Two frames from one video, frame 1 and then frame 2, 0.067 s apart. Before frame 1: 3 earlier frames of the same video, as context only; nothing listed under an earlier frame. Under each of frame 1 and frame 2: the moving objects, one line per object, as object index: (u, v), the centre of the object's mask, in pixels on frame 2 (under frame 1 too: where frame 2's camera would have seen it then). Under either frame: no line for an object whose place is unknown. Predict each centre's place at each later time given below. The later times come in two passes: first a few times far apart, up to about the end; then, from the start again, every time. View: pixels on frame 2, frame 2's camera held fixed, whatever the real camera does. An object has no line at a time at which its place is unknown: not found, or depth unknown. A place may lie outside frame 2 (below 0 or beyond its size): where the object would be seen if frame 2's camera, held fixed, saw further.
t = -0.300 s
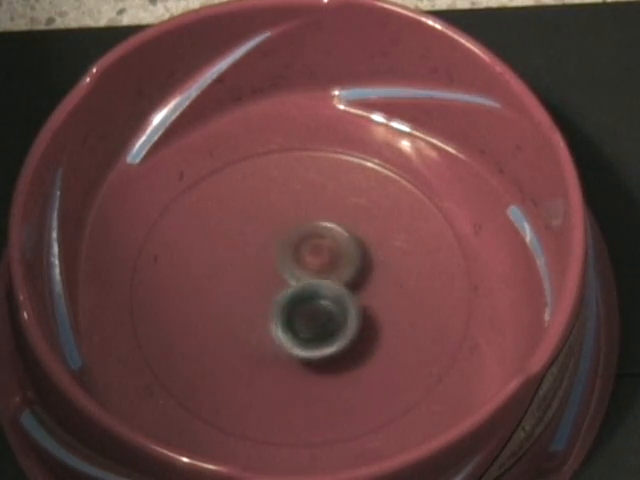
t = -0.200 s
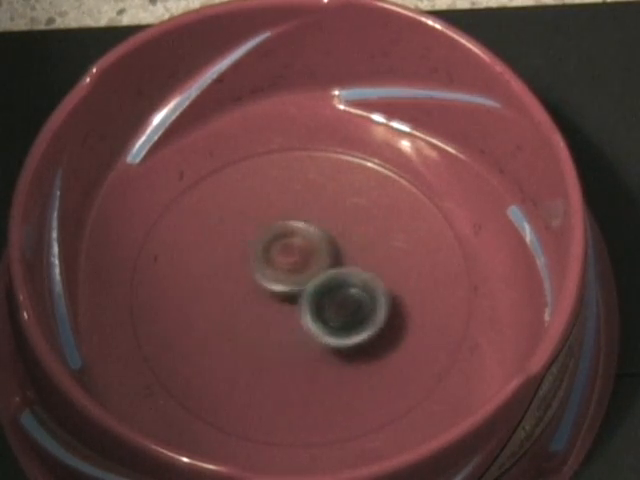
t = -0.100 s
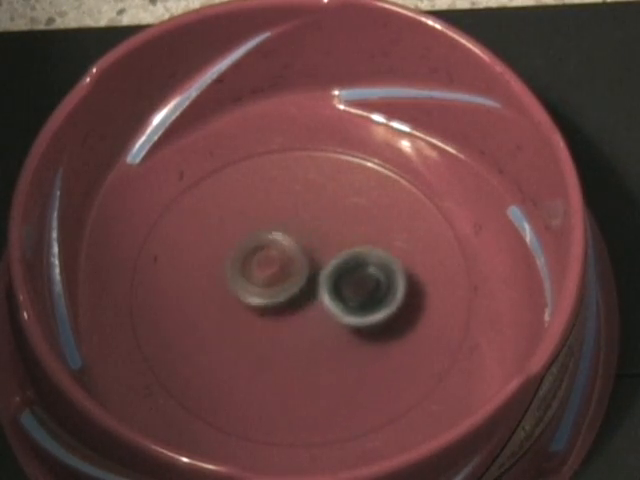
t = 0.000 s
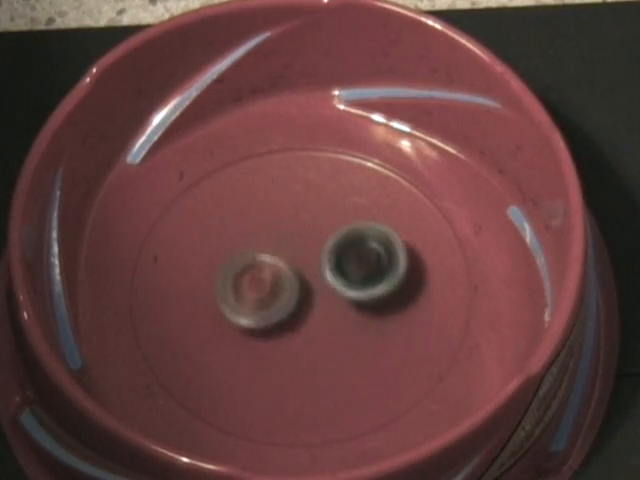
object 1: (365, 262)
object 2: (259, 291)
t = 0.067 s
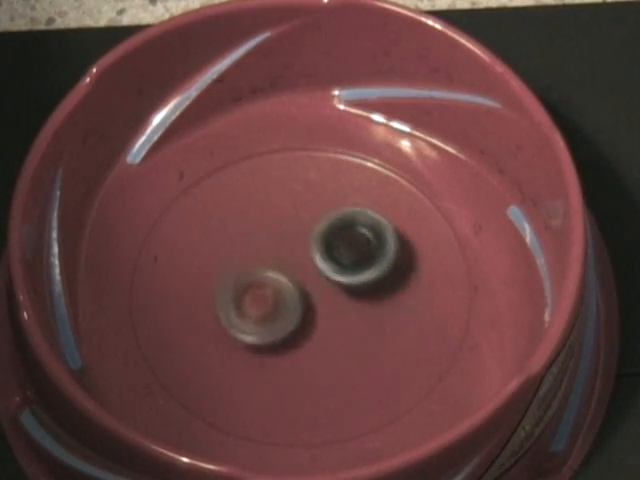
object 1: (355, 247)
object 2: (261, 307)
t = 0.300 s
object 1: (286, 244)
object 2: (316, 330)
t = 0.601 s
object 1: (254, 313)
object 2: (337, 270)
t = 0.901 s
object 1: (329, 319)
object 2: (269, 270)
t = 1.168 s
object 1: (337, 249)
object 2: (285, 324)
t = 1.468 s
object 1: (264, 238)
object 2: (345, 299)
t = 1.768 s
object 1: (277, 311)
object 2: (302, 253)
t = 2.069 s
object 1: (354, 309)
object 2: (267, 310)
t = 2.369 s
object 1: (330, 250)
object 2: (335, 321)
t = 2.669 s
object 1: (249, 268)
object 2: (328, 263)
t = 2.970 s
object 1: (282, 323)
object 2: (261, 271)
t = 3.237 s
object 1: (350, 296)
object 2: (282, 324)
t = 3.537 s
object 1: (353, 217)
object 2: (325, 306)
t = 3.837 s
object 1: (274, 218)
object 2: (289, 293)
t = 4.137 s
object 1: (236, 276)
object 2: (307, 341)
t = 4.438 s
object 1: (287, 321)
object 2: (363, 312)
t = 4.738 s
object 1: (338, 299)
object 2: (326, 240)
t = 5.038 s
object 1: (328, 270)
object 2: (244, 246)
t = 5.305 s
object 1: (332, 277)
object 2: (221, 294)
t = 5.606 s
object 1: (320, 268)
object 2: (281, 334)
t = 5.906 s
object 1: (293, 247)
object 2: (343, 314)
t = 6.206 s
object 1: (290, 293)
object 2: (343, 256)
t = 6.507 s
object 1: (331, 304)
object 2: (274, 264)
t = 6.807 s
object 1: (328, 269)
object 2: (270, 319)
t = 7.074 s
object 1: (288, 256)
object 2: (314, 332)
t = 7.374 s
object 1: (273, 293)
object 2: (344, 286)
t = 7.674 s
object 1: (310, 303)
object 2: (296, 249)
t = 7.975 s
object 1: (333, 269)
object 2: (261, 285)
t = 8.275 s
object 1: (328, 247)
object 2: (269, 328)
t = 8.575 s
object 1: (294, 268)
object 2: (323, 335)
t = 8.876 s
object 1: (278, 292)
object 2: (354, 296)
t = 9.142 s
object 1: (292, 302)
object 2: (328, 252)
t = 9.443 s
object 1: (316, 297)
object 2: (269, 253)
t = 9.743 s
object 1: (324, 274)
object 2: (256, 297)
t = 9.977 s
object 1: (324, 264)
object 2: (283, 322)
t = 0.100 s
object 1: (347, 242)
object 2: (265, 314)
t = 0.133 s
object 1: (337, 238)
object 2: (272, 320)
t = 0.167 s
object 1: (327, 236)
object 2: (279, 326)
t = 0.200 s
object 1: (317, 236)
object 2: (287, 330)
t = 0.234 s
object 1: (307, 238)
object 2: (297, 332)
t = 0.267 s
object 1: (296, 240)
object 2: (306, 333)
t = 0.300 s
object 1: (286, 244)
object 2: (316, 330)
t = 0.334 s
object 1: (277, 249)
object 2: (323, 326)
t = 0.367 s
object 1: (269, 256)
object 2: (330, 321)
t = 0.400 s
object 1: (262, 263)
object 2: (336, 314)
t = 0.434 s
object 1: (257, 270)
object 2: (341, 308)
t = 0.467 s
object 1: (253, 278)
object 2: (345, 300)
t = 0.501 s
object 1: (250, 288)
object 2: (346, 291)
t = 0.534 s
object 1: (250, 296)
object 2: (345, 283)
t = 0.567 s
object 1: (251, 305)
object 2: (342, 276)
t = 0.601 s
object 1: (254, 313)
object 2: (337, 270)
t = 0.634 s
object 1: (259, 321)
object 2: (332, 264)
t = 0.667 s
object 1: (266, 327)
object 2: (323, 260)
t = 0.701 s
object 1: (274, 331)
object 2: (316, 257)
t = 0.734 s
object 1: (283, 334)
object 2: (307, 256)
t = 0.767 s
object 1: (294, 335)
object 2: (299, 256)
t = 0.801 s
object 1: (304, 334)
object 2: (289, 257)
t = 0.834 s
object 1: (314, 331)
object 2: (281, 260)
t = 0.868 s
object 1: (322, 326)
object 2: (275, 265)
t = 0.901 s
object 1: (329, 319)
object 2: (269, 270)
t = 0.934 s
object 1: (335, 312)
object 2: (264, 278)
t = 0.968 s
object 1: (340, 304)
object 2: (261, 285)
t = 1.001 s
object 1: (344, 295)
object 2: (261, 293)
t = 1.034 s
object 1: (346, 285)
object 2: (262, 300)
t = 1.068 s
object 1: (346, 276)
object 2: (267, 308)
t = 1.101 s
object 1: (344, 266)
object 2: (270, 313)
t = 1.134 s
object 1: (342, 258)
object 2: (276, 319)
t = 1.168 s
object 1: (337, 249)
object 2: (285, 324)
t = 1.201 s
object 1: (331, 242)
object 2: (293, 327)
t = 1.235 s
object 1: (324, 236)
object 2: (302, 329)
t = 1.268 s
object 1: (316, 232)
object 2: (310, 329)
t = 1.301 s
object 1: (307, 229)
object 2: (319, 328)
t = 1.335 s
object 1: (298, 227)
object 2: (327, 325)
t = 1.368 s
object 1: (289, 227)
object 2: (333, 319)
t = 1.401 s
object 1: (280, 229)
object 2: (339, 313)
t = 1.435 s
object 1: (271, 232)
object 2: (343, 306)
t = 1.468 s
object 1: (264, 238)
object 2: (345, 299)
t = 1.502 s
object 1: (258, 246)
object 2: (346, 291)
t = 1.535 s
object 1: (254, 254)
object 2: (345, 284)
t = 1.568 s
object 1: (252, 263)
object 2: (344, 278)
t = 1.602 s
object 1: (253, 272)
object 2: (340, 272)
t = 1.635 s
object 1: (254, 281)
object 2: (336, 267)
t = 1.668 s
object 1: (257, 289)
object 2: (330, 262)
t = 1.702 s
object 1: (263, 297)
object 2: (323, 257)
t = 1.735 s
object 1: (269, 304)
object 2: (315, 255)
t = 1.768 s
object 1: (277, 311)
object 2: (302, 253)
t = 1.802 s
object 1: (285, 316)
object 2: (293, 254)
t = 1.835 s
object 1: (294, 321)
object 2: (284, 258)
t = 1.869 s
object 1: (304, 323)
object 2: (274, 265)
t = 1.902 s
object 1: (312, 324)
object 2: (269, 271)
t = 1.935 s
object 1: (322, 324)
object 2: (264, 279)
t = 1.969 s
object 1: (331, 322)
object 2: (263, 287)
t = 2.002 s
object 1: (340, 319)
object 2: (262, 295)
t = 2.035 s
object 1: (348, 314)
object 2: (263, 301)
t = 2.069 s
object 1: (354, 309)
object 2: (267, 310)
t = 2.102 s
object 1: (358, 301)
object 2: (272, 316)
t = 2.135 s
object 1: (361, 294)
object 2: (277, 321)
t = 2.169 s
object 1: (362, 287)
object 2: (286, 327)
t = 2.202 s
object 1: (361, 279)
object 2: (296, 330)
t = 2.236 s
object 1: (358, 271)
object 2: (304, 331)
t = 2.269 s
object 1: (353, 264)
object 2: (312, 330)
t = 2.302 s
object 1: (347, 258)
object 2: (321, 328)
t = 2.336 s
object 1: (339, 253)
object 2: (329, 325)
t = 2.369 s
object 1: (330, 250)
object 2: (335, 321)
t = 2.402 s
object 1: (319, 247)
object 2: (340, 316)
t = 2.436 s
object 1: (309, 246)
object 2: (345, 309)
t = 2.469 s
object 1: (299, 245)
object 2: (348, 301)
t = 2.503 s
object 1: (288, 247)
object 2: (347, 293)
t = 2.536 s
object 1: (279, 249)
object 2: (348, 286)
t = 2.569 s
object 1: (270, 253)
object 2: (345, 280)
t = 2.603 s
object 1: (262, 257)
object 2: (341, 273)
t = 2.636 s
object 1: (255, 262)
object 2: (334, 267)
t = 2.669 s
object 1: (249, 268)
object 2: (328, 263)
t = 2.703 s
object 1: (245, 275)
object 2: (322, 261)
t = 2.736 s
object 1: (243, 282)
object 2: (314, 258)
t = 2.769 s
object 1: (243, 290)
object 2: (309, 258)
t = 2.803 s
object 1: (245, 298)
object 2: (301, 257)
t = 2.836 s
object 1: (248, 305)
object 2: (290, 256)
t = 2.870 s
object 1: (254, 312)
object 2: (284, 258)
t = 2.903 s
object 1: (262, 316)
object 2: (277, 260)
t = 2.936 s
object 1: (272, 320)
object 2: (266, 265)
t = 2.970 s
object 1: (282, 323)
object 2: (261, 271)
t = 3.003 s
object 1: (290, 324)
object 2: (255, 278)
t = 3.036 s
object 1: (302, 325)
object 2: (252, 286)
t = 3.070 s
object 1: (311, 323)
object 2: (252, 293)
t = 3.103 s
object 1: (321, 319)
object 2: (254, 303)
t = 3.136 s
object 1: (330, 315)
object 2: (259, 309)
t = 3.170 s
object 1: (338, 309)
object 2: (265, 315)
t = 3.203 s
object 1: (344, 303)
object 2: (274, 320)
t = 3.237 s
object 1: (350, 296)
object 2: (282, 324)
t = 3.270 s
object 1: (355, 288)
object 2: (294, 327)
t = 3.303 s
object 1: (358, 280)
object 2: (302, 327)
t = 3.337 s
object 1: (367, 267)
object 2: (305, 326)
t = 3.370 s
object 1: (370, 258)
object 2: (308, 326)
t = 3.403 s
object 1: (370, 249)
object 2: (313, 324)
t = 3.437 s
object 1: (368, 239)
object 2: (317, 321)
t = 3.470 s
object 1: (365, 231)
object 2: (320, 316)
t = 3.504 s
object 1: (360, 223)
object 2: (324, 311)
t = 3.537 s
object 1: (353, 217)
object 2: (325, 306)
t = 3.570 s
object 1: (345, 213)
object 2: (325, 299)
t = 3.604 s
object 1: (336, 210)
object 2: (323, 293)
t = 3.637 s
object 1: (326, 210)
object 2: (321, 290)
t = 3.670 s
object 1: (316, 212)
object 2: (317, 286)
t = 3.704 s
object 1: (307, 211)
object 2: (311, 286)
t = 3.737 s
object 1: (300, 208)
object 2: (303, 287)
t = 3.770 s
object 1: (292, 209)
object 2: (299, 290)
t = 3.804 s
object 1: (283, 213)
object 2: (294, 292)
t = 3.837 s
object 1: (274, 218)
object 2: (289, 293)
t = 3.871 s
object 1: (265, 226)
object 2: (285, 296)
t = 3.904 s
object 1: (259, 232)
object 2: (283, 301)
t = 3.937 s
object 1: (255, 239)
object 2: (280, 306)
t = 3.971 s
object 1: (251, 245)
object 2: (279, 311)
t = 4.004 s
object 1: (247, 253)
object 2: (281, 317)
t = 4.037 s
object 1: (244, 263)
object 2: (284, 322)
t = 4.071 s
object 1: (240, 267)
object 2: (290, 329)
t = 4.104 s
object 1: (237, 269)
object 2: (298, 336)
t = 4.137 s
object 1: (236, 276)
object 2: (307, 341)
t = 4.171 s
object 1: (236, 283)
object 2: (313, 342)
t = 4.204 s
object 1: (237, 290)
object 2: (322, 342)
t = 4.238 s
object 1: (240, 297)
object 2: (329, 341)
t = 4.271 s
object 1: (246, 304)
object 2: (336, 338)
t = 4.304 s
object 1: (251, 310)
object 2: (344, 334)
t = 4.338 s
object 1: (259, 315)
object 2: (349, 330)
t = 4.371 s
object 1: (268, 318)
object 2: (355, 325)
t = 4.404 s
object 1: (277, 320)
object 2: (359, 318)
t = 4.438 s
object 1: (287, 321)
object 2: (363, 312)
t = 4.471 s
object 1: (297, 320)
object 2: (365, 303)
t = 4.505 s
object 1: (303, 320)
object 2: (366, 292)
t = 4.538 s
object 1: (309, 318)
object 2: (367, 283)
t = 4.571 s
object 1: (317, 314)
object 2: (364, 272)
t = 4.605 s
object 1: (324, 312)
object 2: (357, 263)
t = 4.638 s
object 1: (327, 310)
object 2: (353, 256)
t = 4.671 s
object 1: (332, 307)
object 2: (341, 248)
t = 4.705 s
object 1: (335, 303)
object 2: (334, 244)
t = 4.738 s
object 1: (338, 299)
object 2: (326, 240)
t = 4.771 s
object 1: (340, 294)
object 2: (318, 238)
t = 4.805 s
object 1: (340, 289)
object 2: (307, 236)
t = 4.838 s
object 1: (340, 283)
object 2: (298, 236)
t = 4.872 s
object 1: (337, 277)
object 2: (288, 236)
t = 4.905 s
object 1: (333, 272)
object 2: (279, 238)
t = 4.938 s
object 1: (329, 268)
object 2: (272, 241)
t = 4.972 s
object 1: (325, 265)
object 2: (262, 244)
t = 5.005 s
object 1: (327, 268)
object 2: (252, 244)
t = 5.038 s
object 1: (328, 270)
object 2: (244, 246)
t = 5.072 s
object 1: (328, 271)
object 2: (236, 250)
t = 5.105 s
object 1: (327, 272)
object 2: (230, 254)
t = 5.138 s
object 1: (327, 273)
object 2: (225, 260)
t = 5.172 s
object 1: (327, 273)
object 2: (221, 266)
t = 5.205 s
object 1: (330, 273)
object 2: (218, 273)
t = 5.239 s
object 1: (333, 275)
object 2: (217, 279)
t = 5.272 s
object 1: (333, 277)
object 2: (218, 287)
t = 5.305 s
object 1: (332, 277)
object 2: (221, 294)
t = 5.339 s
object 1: (328, 277)
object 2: (226, 301)
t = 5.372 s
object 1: (324, 278)
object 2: (232, 308)
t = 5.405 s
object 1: (321, 279)
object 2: (239, 313)
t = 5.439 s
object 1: (319, 278)
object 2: (246, 317)
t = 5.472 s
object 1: (317, 277)
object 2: (254, 322)
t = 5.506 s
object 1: (316, 276)
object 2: (262, 326)
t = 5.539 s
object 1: (317, 274)
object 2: (267, 328)
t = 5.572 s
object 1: (317, 273)
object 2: (275, 331)
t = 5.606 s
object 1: (320, 268)
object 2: (281, 334)
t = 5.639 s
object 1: (320, 263)
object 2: (287, 337)
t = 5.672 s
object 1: (319, 257)
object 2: (297, 337)
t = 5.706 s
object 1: (316, 254)
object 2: (305, 337)
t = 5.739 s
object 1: (313, 250)
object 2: (314, 336)
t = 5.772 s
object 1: (309, 247)
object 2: (319, 332)
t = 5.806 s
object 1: (306, 246)
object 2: (328, 329)
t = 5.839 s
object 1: (301, 245)
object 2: (333, 324)
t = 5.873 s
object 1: (297, 245)
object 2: (338, 319)
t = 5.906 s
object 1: (293, 247)
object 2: (343, 314)
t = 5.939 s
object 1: (289, 248)
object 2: (346, 308)
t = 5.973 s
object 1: (287, 251)
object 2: (350, 302)
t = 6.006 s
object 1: (284, 256)
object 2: (352, 296)
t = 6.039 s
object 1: (282, 262)
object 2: (355, 291)
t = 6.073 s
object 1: (281, 269)
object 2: (356, 284)
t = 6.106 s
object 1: (281, 275)
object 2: (354, 277)
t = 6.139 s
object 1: (284, 282)
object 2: (353, 270)
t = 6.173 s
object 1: (287, 288)
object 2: (349, 263)
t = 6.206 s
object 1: (290, 293)
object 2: (343, 256)
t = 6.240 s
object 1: (294, 297)
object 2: (336, 251)
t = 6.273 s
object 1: (299, 302)
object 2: (327, 249)
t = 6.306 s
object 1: (304, 306)
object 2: (319, 248)
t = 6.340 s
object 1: (310, 308)
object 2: (308, 248)
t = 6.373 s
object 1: (317, 309)
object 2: (299, 250)
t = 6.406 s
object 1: (321, 309)
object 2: (294, 252)
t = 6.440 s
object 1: (325, 308)
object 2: (285, 255)
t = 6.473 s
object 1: (328, 307)
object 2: (280, 259)
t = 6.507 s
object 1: (331, 304)
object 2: (274, 264)
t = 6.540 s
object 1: (334, 302)
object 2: (269, 270)
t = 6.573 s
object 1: (336, 299)
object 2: (265, 276)
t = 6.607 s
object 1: (337, 295)
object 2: (263, 284)
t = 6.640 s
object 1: (337, 291)
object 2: (262, 289)
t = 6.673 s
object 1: (336, 287)
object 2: (262, 296)
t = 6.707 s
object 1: (334, 283)
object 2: (264, 304)
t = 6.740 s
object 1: (331, 279)
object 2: (266, 309)
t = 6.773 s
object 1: (329, 273)
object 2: (267, 315)
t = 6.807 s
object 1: (328, 269)
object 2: (270, 319)
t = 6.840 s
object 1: (325, 265)
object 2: (274, 324)
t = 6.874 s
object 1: (321, 262)
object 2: (278, 328)
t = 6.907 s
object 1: (317, 258)
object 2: (283, 332)
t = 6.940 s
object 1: (311, 256)
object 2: (289, 334)
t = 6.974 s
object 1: (306, 254)
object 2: (295, 336)
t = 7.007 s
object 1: (299, 254)
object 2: (301, 336)
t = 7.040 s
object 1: (294, 255)
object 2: (307, 335)
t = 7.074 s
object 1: (288, 256)
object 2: (314, 332)
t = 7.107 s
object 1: (283, 259)
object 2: (317, 329)
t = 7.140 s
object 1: (279, 262)
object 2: (323, 325)
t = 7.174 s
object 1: (276, 266)
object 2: (327, 321)
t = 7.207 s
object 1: (274, 271)
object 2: (331, 316)
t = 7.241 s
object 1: (272, 275)
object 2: (335, 310)
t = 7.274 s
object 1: (270, 279)
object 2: (339, 305)
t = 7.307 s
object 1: (270, 284)
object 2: (341, 298)
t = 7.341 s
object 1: (271, 288)
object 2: (343, 292)
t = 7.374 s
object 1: (273, 293)
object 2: (344, 286)
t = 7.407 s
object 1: (275, 296)
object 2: (343, 280)
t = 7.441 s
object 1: (277, 299)
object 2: (340, 272)
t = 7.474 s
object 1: (280, 301)
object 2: (336, 267)
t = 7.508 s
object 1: (284, 304)
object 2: (333, 261)
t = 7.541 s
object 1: (288, 305)
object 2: (328, 256)
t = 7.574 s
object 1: (293, 306)
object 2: (321, 253)
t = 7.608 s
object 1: (298, 306)
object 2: (312, 250)
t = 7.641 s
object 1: (304, 305)
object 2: (303, 250)
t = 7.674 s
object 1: (310, 303)
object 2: (296, 249)
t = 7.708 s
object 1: (316, 299)
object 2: (290, 251)
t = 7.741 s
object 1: (321, 296)
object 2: (280, 253)
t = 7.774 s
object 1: (325, 293)
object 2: (275, 255)
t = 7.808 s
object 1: (329, 289)
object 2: (270, 260)
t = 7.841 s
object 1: (332, 286)
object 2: (266, 265)
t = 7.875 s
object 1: (334, 282)
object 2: (264, 269)
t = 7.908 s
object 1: (335, 278)
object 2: (262, 274)
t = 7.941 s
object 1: (335, 273)
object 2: (261, 280)
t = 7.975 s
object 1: (333, 269)
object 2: (261, 285)
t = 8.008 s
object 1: (331, 266)
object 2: (261, 289)
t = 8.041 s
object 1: (328, 264)
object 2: (262, 295)
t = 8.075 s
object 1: (331, 260)
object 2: (263, 301)
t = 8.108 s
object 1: (335, 257)
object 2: (259, 306)
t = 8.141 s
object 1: (336, 254)
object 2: (258, 311)
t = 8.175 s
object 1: (335, 251)
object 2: (258, 315)
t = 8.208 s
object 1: (333, 249)
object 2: (262, 320)
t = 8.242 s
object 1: (331, 248)
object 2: (264, 324)
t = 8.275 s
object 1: (328, 247)
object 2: (269, 328)
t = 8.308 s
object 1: (325, 248)
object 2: (275, 332)
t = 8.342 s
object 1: (321, 249)
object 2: (280, 333)
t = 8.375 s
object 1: (316, 252)
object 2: (284, 334)
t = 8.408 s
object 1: (311, 256)
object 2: (293, 335)
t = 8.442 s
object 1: (307, 260)
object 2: (300, 336)
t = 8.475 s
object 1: (303, 264)
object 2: (305, 336)
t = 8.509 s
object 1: (301, 263)
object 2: (310, 337)
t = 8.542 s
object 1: (298, 265)
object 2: (316, 337)
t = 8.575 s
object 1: (294, 268)
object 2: (323, 335)
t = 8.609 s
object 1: (290, 269)
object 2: (329, 333)
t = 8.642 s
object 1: (286, 270)
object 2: (335, 331)
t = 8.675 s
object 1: (281, 273)
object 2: (340, 327)
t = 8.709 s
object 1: (279, 277)
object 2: (344, 323)
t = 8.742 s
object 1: (277, 280)
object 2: (348, 318)
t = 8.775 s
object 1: (276, 284)
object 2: (350, 314)
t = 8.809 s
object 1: (275, 287)
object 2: (353, 309)
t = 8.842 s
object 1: (276, 289)
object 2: (353, 302)
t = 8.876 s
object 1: (278, 292)
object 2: (354, 296)
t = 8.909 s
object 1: (281, 294)
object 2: (354, 291)
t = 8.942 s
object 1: (284, 296)
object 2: (353, 284)
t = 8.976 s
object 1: (286, 297)
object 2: (352, 278)
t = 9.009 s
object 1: (287, 298)
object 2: (348, 272)
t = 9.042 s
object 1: (289, 299)
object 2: (345, 267)
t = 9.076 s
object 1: (290, 300)
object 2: (339, 261)
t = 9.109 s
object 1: (290, 301)
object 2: (333, 256)
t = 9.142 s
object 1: (292, 302)
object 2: (328, 252)
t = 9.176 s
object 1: (294, 303)
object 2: (323, 249)
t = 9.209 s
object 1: (296, 303)
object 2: (315, 247)
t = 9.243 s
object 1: (299, 302)
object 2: (307, 246)
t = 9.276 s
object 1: (301, 302)
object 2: (300, 245)
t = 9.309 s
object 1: (304, 300)
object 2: (295, 246)
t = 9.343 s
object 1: (307, 299)
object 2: (285, 247)
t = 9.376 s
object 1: (309, 301)
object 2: (279, 249)
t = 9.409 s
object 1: (313, 299)
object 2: (274, 251)
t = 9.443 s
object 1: (316, 297)
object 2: (269, 253)
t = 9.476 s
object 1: (319, 294)
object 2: (264, 257)
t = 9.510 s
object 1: (321, 291)
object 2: (261, 262)
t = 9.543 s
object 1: (322, 288)
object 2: (257, 267)
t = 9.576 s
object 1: (323, 285)
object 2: (255, 273)
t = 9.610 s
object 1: (322, 282)
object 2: (254, 278)
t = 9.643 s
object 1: (323, 280)
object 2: (253, 283)
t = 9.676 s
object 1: (325, 278)
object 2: (254, 287)
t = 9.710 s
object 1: (325, 276)
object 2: (254, 292)
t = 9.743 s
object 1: (324, 274)
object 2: (256, 297)
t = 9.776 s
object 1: (325, 272)
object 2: (259, 302)
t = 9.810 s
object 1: (327, 271)
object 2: (262, 307)
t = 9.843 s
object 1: (328, 269)
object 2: (265, 310)
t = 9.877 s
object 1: (328, 267)
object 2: (269, 313)
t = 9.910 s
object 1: (327, 265)
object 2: (273, 316)
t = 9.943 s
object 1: (326, 264)
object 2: (277, 319)
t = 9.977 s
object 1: (324, 264)
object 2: (283, 322)
